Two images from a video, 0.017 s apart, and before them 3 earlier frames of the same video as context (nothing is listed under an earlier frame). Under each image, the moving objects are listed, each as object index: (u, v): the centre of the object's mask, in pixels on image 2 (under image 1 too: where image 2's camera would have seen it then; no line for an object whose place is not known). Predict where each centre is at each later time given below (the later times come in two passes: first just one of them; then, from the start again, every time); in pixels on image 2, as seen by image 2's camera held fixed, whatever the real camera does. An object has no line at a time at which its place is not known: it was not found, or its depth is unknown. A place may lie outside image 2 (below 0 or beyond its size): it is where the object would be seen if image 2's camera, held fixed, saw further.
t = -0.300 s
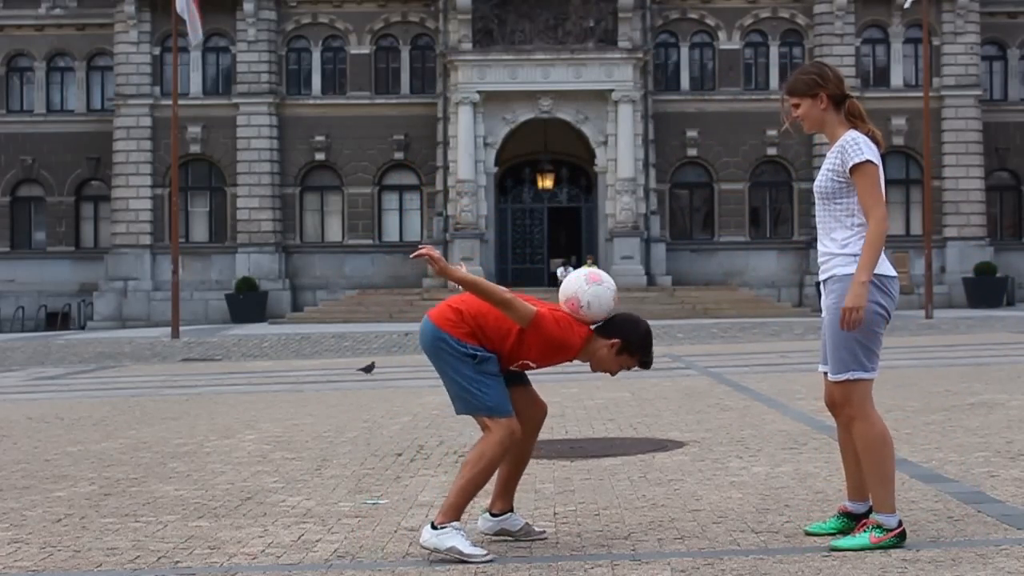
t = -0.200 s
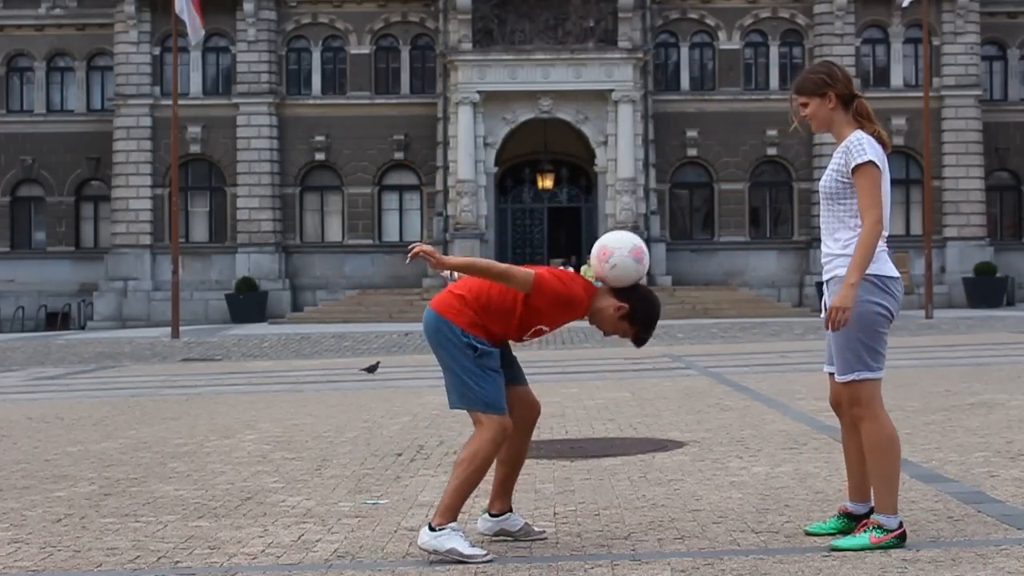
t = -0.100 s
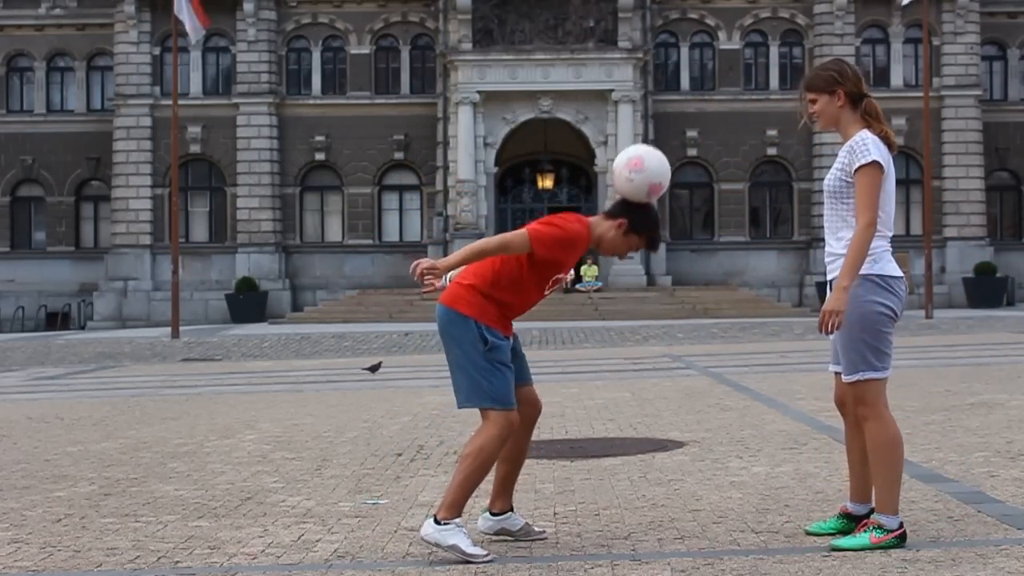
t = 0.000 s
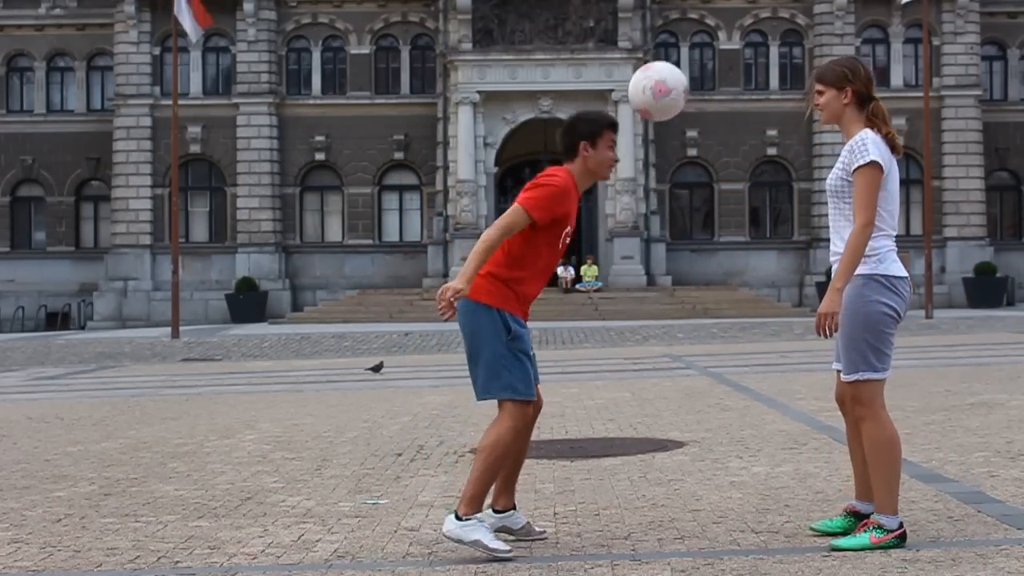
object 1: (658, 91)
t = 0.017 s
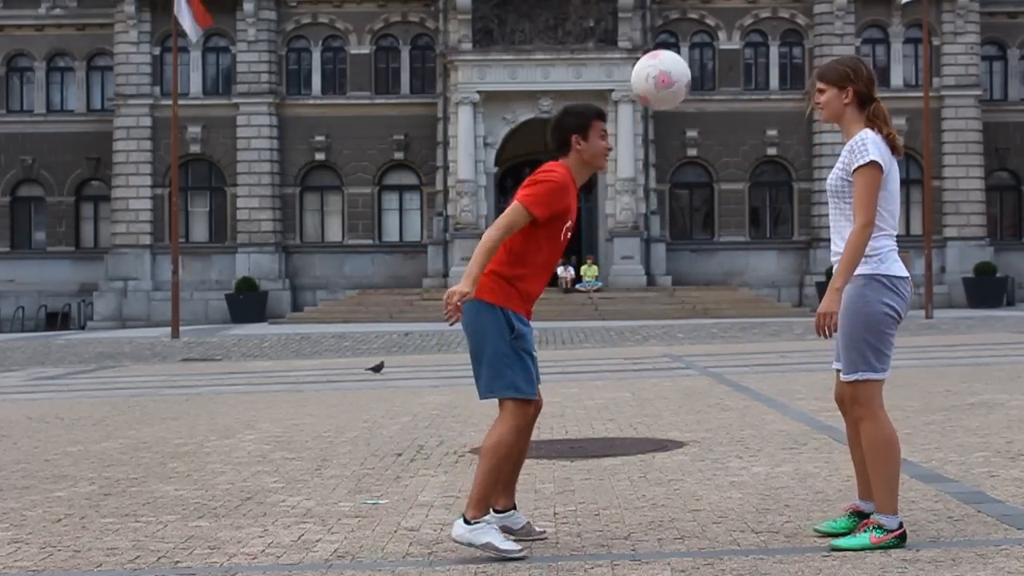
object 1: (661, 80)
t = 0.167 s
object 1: (687, 17)
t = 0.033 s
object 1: (663, 69)
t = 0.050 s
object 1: (666, 59)
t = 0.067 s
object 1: (669, 50)
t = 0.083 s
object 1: (672, 41)
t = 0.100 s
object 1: (675, 33)
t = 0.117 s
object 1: (678, 27)
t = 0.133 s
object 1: (681, 23)
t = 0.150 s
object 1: (684, 20)
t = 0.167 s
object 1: (687, 17)
